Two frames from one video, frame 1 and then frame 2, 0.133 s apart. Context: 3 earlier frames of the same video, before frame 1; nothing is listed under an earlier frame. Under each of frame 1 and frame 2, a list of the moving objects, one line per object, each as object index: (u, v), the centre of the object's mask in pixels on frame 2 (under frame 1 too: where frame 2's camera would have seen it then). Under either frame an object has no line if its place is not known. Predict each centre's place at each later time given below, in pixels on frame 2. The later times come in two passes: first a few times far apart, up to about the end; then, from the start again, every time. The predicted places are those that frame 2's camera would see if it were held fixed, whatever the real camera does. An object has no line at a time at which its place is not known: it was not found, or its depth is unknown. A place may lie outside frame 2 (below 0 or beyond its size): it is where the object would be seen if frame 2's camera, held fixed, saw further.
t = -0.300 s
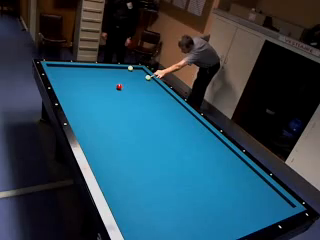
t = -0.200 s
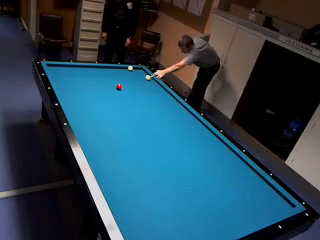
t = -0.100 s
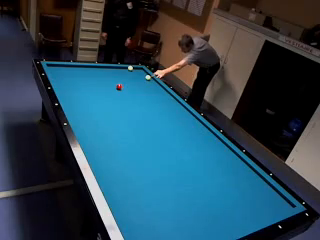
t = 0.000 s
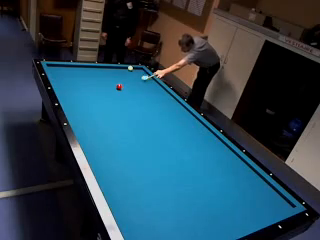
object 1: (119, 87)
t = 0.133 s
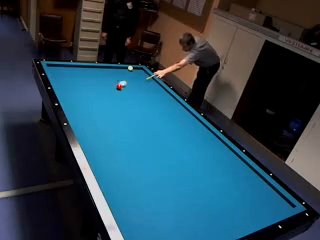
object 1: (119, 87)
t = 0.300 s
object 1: (111, 99)
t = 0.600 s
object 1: (95, 124)
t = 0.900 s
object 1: (103, 148)
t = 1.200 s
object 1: (135, 168)
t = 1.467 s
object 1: (167, 187)
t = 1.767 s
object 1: (206, 212)
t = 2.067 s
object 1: (233, 218)
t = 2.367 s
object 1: (233, 197)
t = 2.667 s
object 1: (233, 179)
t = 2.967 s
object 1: (233, 164)
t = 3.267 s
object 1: (232, 152)
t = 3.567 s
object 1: (216, 145)
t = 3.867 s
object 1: (202, 138)
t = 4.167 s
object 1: (188, 131)
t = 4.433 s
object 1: (176, 126)
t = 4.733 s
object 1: (163, 120)
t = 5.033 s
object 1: (152, 115)
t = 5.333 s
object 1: (141, 109)
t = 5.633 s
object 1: (130, 105)
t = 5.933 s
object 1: (120, 100)
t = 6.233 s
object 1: (111, 96)
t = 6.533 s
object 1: (103, 92)
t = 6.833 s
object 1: (95, 88)
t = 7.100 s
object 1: (88, 85)
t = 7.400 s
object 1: (81, 82)
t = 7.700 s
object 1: (74, 79)
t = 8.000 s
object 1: (69, 75)
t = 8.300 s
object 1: (64, 74)
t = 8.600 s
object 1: (62, 73)
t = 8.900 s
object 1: (60, 73)
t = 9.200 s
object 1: (58, 73)
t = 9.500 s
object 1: (55, 73)
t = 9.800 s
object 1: (54, 73)
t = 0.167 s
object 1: (118, 88)
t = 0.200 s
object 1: (116, 91)
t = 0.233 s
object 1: (115, 93)
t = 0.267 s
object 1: (113, 96)
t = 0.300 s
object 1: (111, 99)
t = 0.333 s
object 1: (110, 101)
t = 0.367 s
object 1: (108, 104)
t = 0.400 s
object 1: (106, 107)
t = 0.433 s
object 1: (105, 109)
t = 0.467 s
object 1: (103, 112)
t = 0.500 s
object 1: (101, 115)
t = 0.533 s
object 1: (99, 118)
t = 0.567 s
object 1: (97, 121)
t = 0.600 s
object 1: (95, 124)
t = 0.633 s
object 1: (93, 127)
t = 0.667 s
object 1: (91, 130)
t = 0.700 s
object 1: (89, 134)
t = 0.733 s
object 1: (87, 137)
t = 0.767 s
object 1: (88, 140)
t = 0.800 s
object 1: (92, 142)
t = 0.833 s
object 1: (96, 144)
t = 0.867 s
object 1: (99, 146)
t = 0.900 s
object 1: (103, 148)
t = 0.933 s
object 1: (106, 150)
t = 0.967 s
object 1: (110, 152)
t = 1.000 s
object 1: (113, 155)
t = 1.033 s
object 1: (117, 157)
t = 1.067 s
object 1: (120, 159)
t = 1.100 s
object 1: (124, 161)
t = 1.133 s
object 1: (128, 164)
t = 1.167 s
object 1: (131, 166)
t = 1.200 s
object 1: (135, 168)
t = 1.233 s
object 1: (139, 171)
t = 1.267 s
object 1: (143, 173)
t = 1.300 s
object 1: (147, 175)
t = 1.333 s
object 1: (150, 178)
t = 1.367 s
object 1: (155, 180)
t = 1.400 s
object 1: (159, 183)
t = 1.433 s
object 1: (162, 185)
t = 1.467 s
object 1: (167, 187)
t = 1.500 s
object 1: (171, 190)
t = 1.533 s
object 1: (175, 193)
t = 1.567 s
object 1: (179, 195)
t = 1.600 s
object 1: (184, 198)
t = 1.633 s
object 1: (188, 200)
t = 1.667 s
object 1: (192, 203)
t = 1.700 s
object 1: (197, 206)
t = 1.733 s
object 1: (201, 209)
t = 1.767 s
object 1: (206, 212)
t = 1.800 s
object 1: (210, 214)
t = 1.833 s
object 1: (215, 217)
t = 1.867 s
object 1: (219, 220)
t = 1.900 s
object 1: (224, 223)
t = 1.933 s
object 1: (229, 226)
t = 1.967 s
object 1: (233, 227)
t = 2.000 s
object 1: (233, 224)
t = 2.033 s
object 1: (233, 221)
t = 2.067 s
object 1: (233, 218)
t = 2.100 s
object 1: (233, 216)
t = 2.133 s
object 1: (233, 213)
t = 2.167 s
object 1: (233, 210)
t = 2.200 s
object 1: (233, 208)
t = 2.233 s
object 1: (233, 206)
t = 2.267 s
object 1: (233, 203)
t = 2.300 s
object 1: (233, 201)
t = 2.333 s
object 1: (233, 199)
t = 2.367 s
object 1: (233, 197)
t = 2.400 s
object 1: (233, 195)
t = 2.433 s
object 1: (233, 192)
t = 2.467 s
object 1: (233, 190)
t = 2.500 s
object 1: (233, 188)
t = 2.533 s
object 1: (233, 186)
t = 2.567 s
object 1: (233, 184)
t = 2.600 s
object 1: (233, 182)
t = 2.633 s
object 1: (233, 181)
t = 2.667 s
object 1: (233, 179)
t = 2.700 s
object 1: (233, 177)
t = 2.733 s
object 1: (233, 175)
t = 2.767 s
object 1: (233, 173)
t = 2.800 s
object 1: (233, 172)
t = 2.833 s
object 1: (233, 170)
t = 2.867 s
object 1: (233, 169)
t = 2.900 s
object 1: (233, 167)
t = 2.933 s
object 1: (233, 166)
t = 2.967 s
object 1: (233, 164)
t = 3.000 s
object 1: (233, 163)
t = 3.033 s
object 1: (233, 161)
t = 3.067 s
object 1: (233, 160)
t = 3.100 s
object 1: (233, 159)
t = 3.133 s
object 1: (233, 157)
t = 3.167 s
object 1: (233, 156)
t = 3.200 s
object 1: (233, 154)
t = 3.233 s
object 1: (233, 153)
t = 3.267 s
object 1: (232, 152)
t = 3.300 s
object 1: (230, 151)
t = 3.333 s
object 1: (229, 150)
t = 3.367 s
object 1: (227, 149)
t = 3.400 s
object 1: (225, 149)
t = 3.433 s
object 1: (224, 148)
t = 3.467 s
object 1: (222, 147)
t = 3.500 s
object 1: (220, 146)
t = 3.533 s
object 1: (218, 145)
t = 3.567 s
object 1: (216, 145)
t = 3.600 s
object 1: (215, 144)
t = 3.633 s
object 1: (213, 143)
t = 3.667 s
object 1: (211, 142)
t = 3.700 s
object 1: (210, 141)
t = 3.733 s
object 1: (208, 141)
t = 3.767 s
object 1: (206, 140)
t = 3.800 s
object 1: (205, 139)
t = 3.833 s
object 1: (203, 139)
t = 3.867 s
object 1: (202, 138)
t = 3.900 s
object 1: (200, 137)
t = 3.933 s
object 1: (198, 136)
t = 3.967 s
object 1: (197, 135)
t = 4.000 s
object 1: (196, 135)
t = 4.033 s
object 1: (194, 134)
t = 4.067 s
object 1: (192, 133)
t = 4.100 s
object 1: (191, 133)
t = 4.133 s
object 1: (189, 132)
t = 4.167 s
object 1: (188, 131)
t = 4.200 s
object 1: (186, 131)
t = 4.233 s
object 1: (185, 130)
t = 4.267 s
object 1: (183, 129)
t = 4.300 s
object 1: (182, 128)
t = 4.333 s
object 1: (180, 128)
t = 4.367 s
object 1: (179, 127)
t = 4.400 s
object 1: (178, 126)
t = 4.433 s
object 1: (176, 126)
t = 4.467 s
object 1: (174, 125)
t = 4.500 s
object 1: (173, 124)
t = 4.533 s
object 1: (172, 124)
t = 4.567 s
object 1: (170, 123)
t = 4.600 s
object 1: (169, 122)
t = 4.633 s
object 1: (168, 122)
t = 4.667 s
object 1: (166, 121)
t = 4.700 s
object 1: (165, 120)
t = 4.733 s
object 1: (163, 120)
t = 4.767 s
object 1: (162, 119)
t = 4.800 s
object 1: (161, 119)
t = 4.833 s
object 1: (160, 118)
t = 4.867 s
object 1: (158, 117)
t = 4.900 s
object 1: (157, 117)
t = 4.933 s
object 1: (156, 116)
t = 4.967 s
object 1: (154, 116)
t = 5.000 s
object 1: (153, 115)
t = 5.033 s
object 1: (152, 115)
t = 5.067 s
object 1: (150, 114)
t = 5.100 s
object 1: (149, 113)
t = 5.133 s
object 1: (148, 113)
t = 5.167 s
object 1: (147, 112)
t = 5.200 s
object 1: (146, 112)
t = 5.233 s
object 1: (144, 111)
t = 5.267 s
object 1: (143, 111)
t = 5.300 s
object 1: (142, 110)
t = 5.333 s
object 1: (141, 109)
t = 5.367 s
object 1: (140, 109)
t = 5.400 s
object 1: (138, 108)
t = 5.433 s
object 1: (137, 108)
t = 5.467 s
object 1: (136, 107)
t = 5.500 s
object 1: (135, 106)
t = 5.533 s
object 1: (134, 106)
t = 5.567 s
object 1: (133, 106)
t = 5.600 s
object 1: (132, 105)
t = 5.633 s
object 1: (130, 105)
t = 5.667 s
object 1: (129, 104)
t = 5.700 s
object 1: (128, 103)
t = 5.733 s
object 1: (127, 103)
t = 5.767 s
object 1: (126, 102)
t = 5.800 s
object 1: (125, 102)
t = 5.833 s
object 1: (124, 101)
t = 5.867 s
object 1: (122, 101)
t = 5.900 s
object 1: (121, 100)
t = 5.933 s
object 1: (120, 100)
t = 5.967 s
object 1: (119, 99)
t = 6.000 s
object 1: (118, 99)
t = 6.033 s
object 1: (117, 99)
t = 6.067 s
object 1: (116, 98)
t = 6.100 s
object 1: (115, 97)
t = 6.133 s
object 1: (114, 97)
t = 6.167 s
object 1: (113, 97)
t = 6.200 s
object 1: (112, 96)
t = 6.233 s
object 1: (111, 96)
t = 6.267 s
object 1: (110, 95)
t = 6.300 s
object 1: (109, 95)
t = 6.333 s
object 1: (108, 94)
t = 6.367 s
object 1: (107, 94)
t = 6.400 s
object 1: (106, 93)
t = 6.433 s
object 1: (106, 93)
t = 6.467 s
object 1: (105, 93)
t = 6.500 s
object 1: (104, 92)
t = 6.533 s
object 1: (103, 92)
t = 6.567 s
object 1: (102, 91)
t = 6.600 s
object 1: (101, 91)
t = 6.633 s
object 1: (100, 91)
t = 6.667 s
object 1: (99, 90)
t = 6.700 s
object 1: (98, 89)
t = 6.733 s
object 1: (97, 89)
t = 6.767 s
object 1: (97, 89)
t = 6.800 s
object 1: (96, 88)
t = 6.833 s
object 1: (95, 88)
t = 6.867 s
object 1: (94, 88)
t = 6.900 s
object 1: (93, 87)
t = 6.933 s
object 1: (92, 87)
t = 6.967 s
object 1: (92, 86)
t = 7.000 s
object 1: (90, 86)
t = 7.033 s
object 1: (90, 86)
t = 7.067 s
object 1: (89, 85)
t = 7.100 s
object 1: (88, 85)
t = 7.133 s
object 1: (87, 84)
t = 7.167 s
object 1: (86, 84)
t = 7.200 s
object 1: (86, 84)
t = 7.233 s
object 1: (85, 83)
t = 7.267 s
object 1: (84, 83)
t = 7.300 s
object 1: (83, 83)
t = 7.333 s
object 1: (83, 83)
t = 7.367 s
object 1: (82, 82)
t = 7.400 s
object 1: (81, 82)
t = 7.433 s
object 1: (80, 81)
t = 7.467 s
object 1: (79, 81)
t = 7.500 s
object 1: (79, 81)
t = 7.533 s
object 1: (78, 80)
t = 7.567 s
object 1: (77, 80)
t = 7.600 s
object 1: (76, 80)
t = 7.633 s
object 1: (76, 79)
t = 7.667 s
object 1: (75, 79)
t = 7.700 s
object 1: (74, 79)
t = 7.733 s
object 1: (74, 78)
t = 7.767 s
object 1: (73, 78)
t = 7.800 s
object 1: (72, 77)
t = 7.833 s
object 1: (72, 77)
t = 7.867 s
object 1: (71, 77)
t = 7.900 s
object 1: (70, 76)
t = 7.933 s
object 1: (70, 76)
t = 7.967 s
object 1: (69, 76)
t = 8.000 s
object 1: (69, 75)
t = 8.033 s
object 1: (68, 75)
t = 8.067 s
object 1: (67, 75)
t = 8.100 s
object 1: (66, 75)
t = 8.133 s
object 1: (66, 74)
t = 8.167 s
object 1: (66, 74)
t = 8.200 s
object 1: (65, 74)
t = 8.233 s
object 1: (65, 74)
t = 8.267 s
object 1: (65, 74)
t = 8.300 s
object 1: (64, 74)
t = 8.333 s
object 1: (64, 74)
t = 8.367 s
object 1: (64, 74)
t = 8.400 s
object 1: (63, 73)
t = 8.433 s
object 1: (63, 73)
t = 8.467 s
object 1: (63, 73)
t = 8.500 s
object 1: (63, 73)
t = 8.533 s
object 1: (62, 73)
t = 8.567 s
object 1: (62, 73)
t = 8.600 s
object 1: (62, 73)
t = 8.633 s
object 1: (62, 73)
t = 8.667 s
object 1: (61, 73)
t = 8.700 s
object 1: (61, 73)
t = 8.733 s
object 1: (61, 73)
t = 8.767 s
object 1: (61, 73)
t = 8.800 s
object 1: (60, 73)
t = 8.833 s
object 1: (60, 73)
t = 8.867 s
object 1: (60, 73)
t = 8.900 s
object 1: (60, 73)
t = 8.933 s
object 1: (60, 73)
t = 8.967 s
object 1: (59, 73)
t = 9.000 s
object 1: (59, 73)
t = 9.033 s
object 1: (59, 73)
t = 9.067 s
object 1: (59, 73)
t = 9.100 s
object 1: (58, 73)
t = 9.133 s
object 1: (58, 73)
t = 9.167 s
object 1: (58, 73)
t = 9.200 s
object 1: (58, 73)
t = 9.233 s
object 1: (58, 73)
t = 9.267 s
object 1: (57, 73)
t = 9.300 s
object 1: (57, 73)
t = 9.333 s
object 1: (56, 73)
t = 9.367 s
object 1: (56, 73)
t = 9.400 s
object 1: (56, 73)
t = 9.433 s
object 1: (56, 73)
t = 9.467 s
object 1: (56, 73)
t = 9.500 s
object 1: (55, 73)
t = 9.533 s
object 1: (56, 73)
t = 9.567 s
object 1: (55, 73)
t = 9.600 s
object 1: (55, 73)
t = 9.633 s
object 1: (55, 73)
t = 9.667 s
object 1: (55, 73)
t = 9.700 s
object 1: (55, 73)
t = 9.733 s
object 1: (54, 73)
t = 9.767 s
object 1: (54, 73)
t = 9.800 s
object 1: (54, 73)
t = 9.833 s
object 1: (54, 73)
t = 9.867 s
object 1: (54, 73)
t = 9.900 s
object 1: (54, 73)
